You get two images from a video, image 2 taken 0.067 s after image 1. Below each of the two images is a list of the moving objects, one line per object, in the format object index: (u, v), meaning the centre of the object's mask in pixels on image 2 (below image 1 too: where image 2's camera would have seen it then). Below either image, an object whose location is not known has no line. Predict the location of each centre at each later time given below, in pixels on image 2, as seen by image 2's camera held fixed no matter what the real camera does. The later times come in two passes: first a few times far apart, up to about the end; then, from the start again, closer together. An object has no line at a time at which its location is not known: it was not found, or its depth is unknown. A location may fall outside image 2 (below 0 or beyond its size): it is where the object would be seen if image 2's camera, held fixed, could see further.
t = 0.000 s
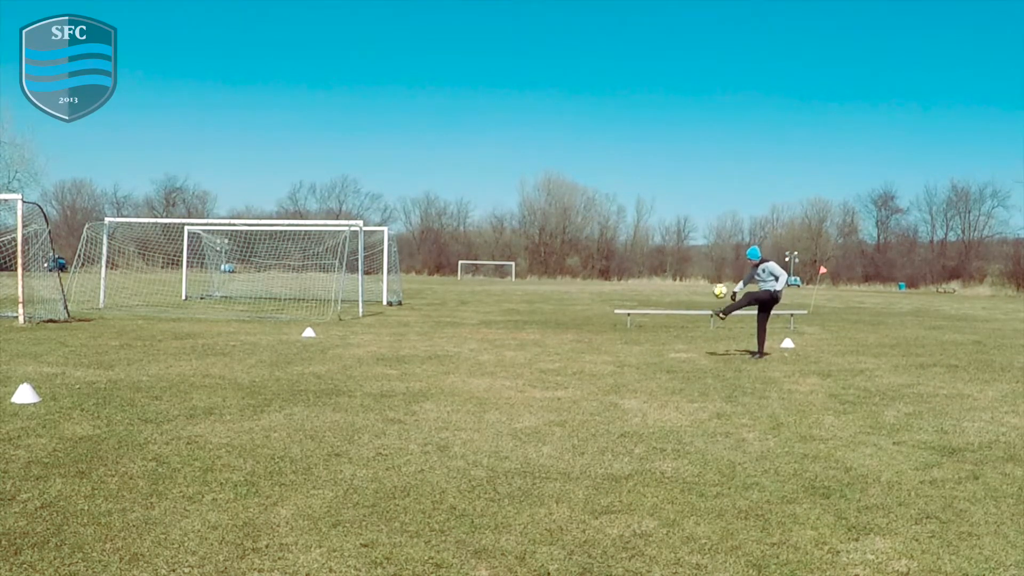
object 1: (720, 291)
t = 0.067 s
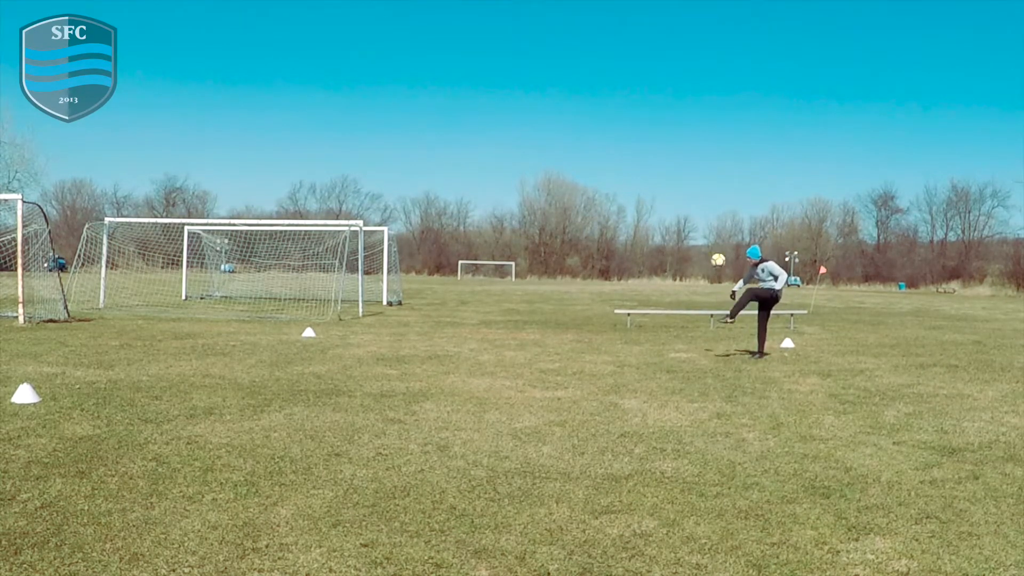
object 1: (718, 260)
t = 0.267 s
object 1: (712, 188)
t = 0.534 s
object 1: (704, 135)
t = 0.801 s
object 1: (696, 129)
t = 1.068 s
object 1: (688, 166)
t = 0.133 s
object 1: (716, 234)
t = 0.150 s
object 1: (715, 227)
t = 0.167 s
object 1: (715, 221)
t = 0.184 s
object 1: (714, 215)
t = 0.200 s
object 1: (714, 209)
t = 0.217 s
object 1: (713, 204)
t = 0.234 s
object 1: (713, 199)
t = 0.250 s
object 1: (712, 193)
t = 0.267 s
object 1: (712, 188)
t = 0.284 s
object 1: (712, 184)
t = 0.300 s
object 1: (711, 179)
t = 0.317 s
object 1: (710, 175)
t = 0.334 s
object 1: (710, 171)
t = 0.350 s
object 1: (709, 167)
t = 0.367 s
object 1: (709, 163)
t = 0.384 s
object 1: (708, 159)
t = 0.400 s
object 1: (708, 156)
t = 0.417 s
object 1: (707, 153)
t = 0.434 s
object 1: (707, 150)
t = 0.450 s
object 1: (706, 147)
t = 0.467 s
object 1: (706, 144)
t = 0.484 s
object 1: (705, 142)
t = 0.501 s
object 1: (705, 139)
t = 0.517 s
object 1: (704, 137)
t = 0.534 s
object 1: (704, 135)
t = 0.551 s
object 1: (703, 134)
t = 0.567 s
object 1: (703, 132)
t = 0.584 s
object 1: (702, 131)
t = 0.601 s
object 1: (702, 130)
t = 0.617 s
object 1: (701, 129)
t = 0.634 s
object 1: (701, 128)
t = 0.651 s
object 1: (700, 127)
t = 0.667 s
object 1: (700, 127)
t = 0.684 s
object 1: (699, 126)
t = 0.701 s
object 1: (698, 127)
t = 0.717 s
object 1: (698, 126)
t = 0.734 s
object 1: (698, 127)
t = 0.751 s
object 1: (697, 127)
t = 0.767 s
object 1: (696, 127)
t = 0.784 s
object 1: (696, 128)
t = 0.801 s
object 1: (696, 129)
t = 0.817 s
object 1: (695, 130)
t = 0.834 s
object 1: (695, 131)
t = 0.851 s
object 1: (694, 133)
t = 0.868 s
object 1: (694, 134)
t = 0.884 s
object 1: (693, 136)
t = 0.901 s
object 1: (693, 138)
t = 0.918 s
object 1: (692, 140)
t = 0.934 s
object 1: (692, 142)
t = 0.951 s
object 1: (691, 145)
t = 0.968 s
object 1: (691, 147)
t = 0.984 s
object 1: (691, 150)
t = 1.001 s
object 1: (690, 153)
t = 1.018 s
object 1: (689, 156)
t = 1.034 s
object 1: (689, 159)
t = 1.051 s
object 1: (688, 163)
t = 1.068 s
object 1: (688, 166)
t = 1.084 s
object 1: (688, 170)
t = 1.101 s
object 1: (687, 174)
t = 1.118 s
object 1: (686, 178)
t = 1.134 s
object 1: (686, 182)
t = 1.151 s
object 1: (685, 187)
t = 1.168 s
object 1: (685, 191)
